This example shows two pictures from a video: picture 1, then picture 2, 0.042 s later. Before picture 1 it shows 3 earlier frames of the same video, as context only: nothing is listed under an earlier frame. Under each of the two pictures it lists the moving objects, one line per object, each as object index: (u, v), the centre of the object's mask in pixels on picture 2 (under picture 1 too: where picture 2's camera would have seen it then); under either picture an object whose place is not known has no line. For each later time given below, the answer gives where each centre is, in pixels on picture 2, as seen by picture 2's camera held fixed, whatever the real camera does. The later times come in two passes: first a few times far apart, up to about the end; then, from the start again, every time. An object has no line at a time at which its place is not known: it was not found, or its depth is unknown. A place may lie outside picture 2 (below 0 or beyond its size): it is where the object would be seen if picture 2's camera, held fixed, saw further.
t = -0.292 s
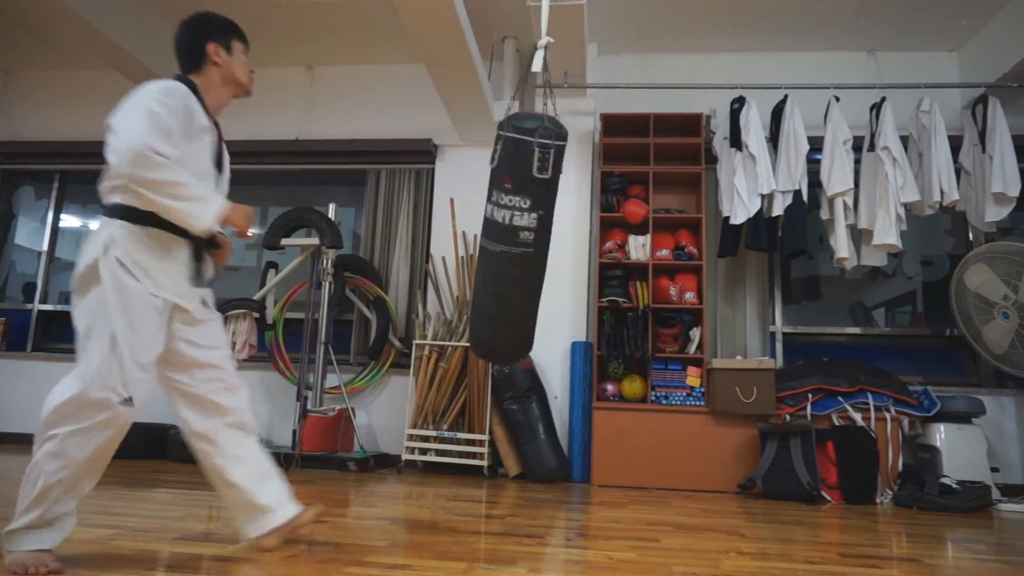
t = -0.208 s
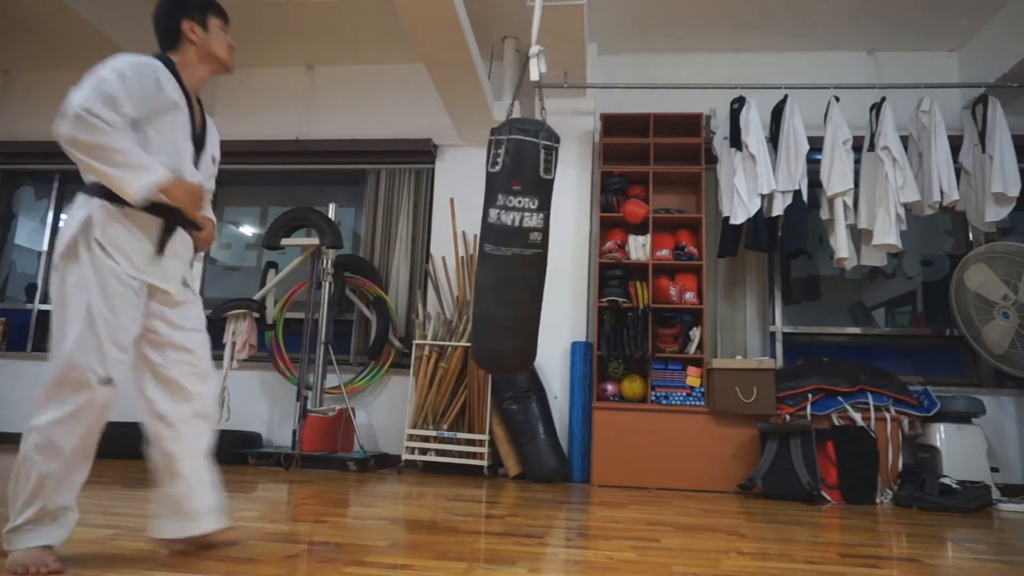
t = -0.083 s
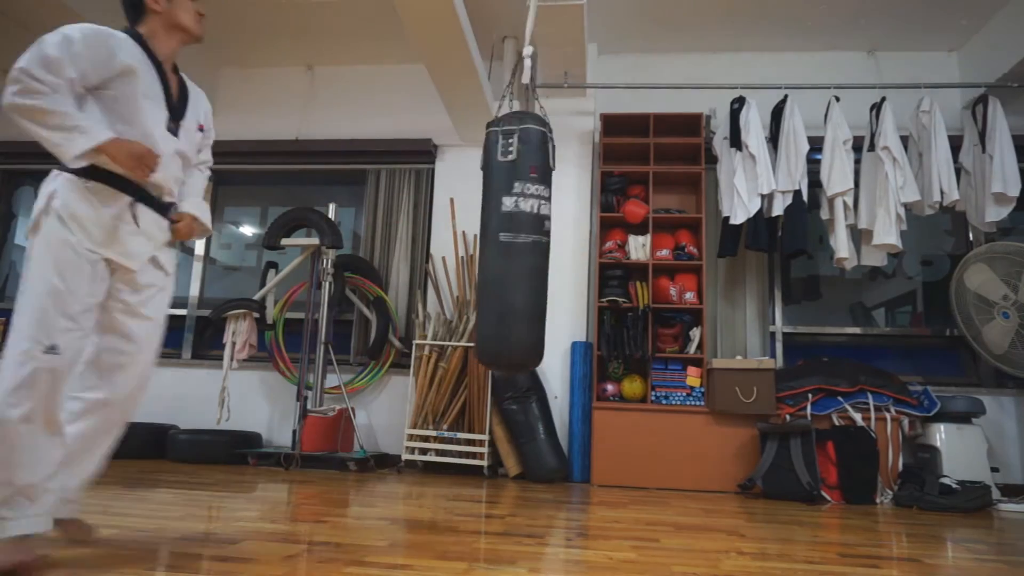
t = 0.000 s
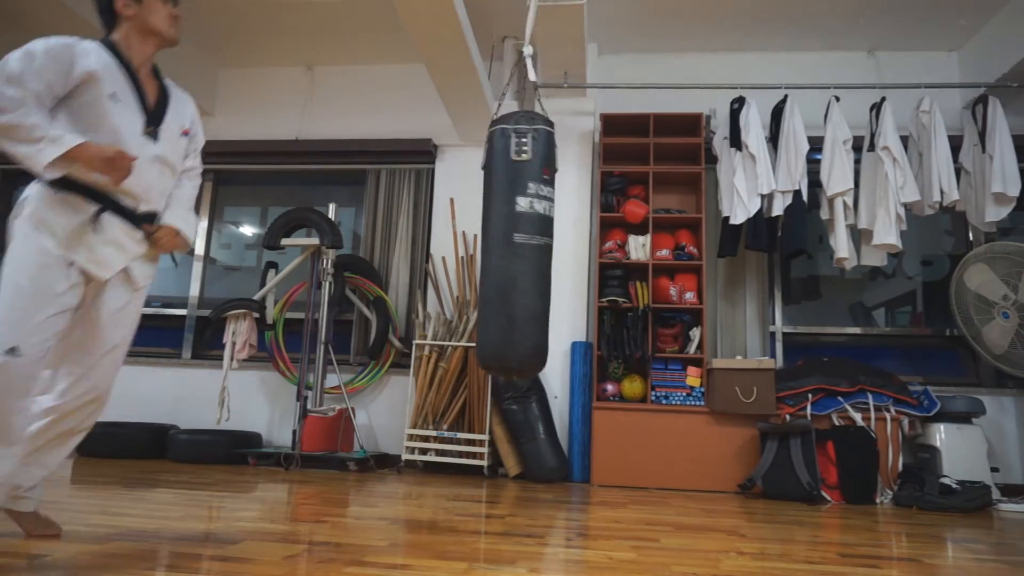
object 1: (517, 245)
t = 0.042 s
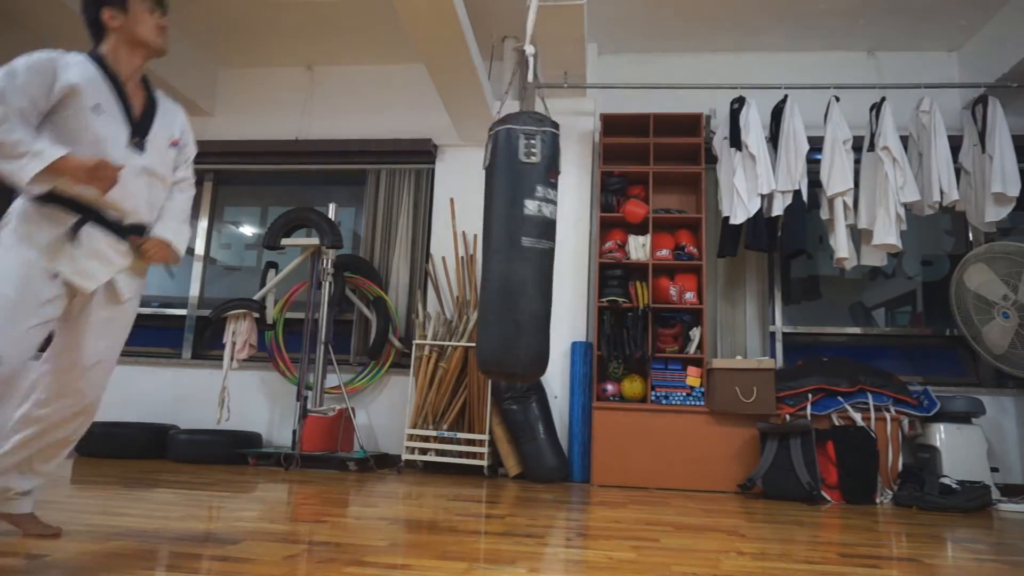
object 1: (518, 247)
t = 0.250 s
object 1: (532, 236)
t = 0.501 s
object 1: (546, 229)
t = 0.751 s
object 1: (566, 202)
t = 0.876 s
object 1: (572, 197)
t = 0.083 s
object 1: (520, 249)
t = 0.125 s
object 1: (523, 246)
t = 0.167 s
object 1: (526, 241)
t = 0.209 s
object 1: (529, 238)
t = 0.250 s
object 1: (532, 236)
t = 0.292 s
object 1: (534, 236)
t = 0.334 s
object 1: (536, 238)
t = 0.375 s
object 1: (538, 241)
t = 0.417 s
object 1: (540, 240)
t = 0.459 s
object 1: (543, 235)
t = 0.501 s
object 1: (546, 229)
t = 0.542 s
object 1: (550, 225)
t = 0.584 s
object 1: (553, 222)
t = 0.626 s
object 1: (556, 219)
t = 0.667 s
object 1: (560, 215)
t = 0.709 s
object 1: (563, 209)
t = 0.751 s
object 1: (566, 202)
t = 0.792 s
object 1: (569, 198)
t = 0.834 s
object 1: (571, 196)
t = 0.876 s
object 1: (572, 197)
